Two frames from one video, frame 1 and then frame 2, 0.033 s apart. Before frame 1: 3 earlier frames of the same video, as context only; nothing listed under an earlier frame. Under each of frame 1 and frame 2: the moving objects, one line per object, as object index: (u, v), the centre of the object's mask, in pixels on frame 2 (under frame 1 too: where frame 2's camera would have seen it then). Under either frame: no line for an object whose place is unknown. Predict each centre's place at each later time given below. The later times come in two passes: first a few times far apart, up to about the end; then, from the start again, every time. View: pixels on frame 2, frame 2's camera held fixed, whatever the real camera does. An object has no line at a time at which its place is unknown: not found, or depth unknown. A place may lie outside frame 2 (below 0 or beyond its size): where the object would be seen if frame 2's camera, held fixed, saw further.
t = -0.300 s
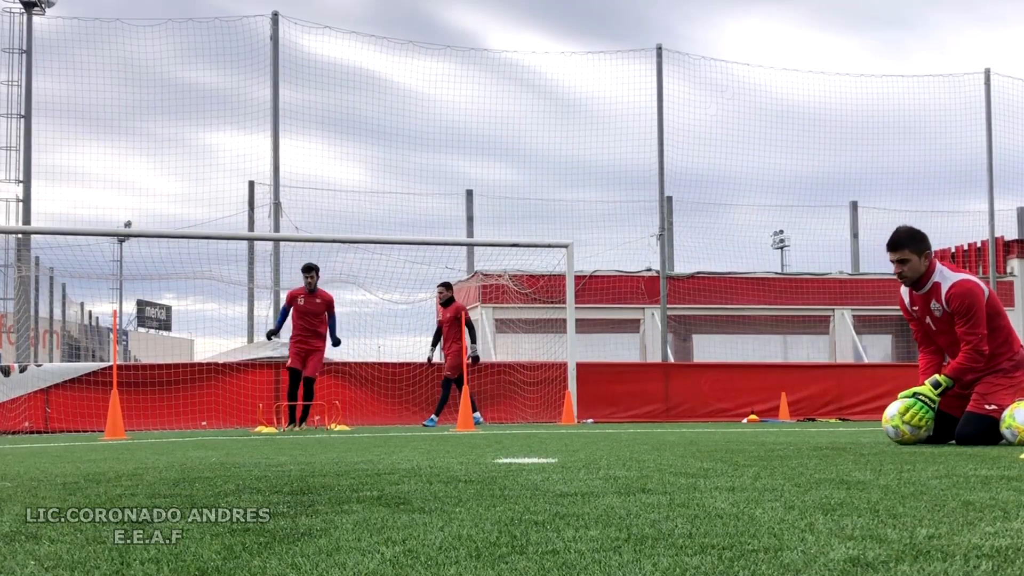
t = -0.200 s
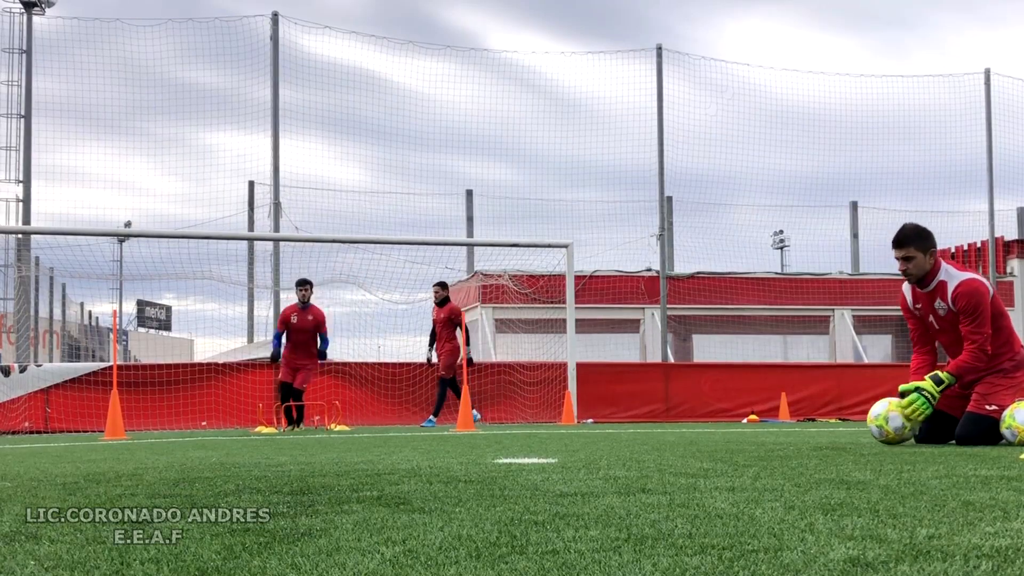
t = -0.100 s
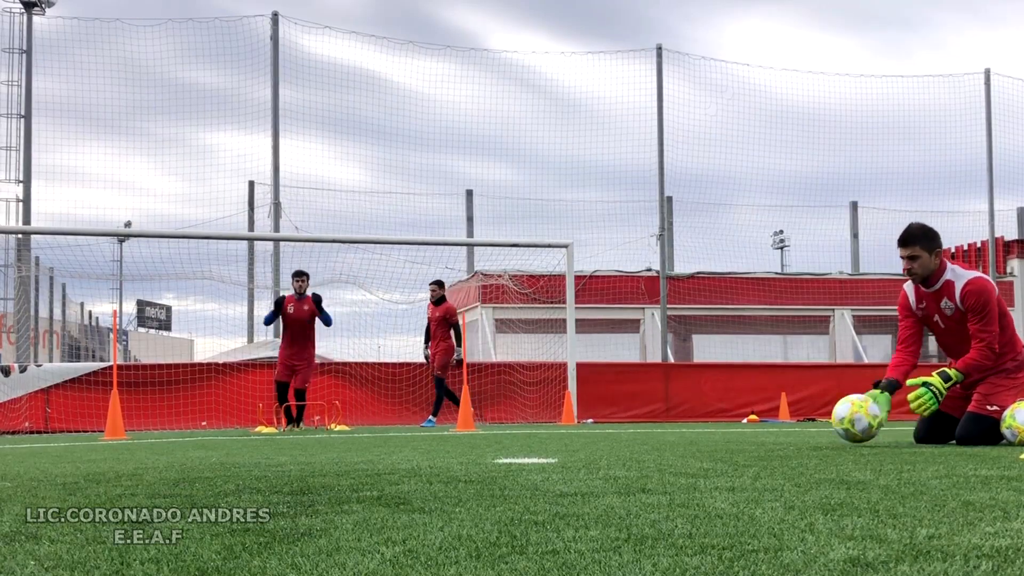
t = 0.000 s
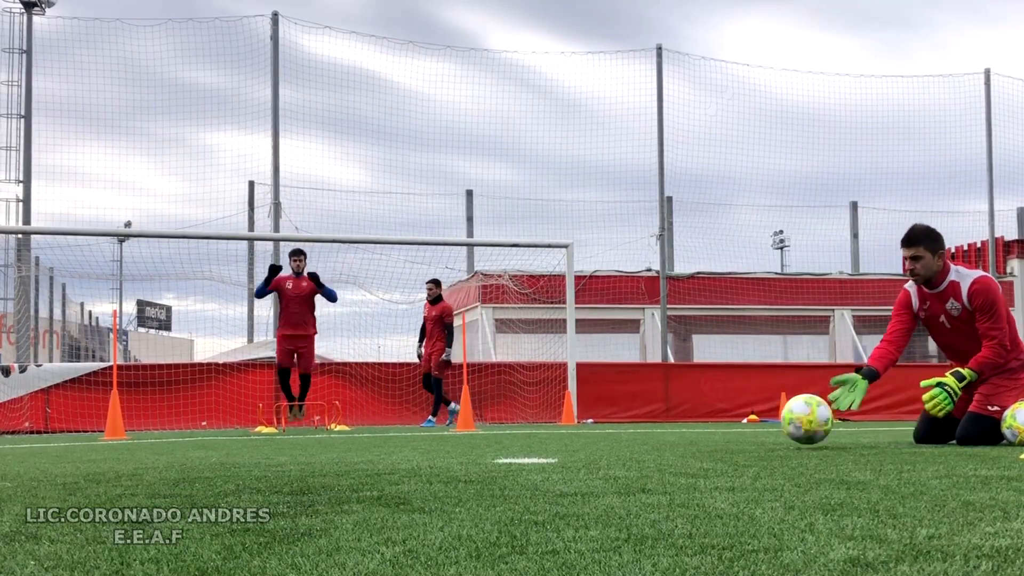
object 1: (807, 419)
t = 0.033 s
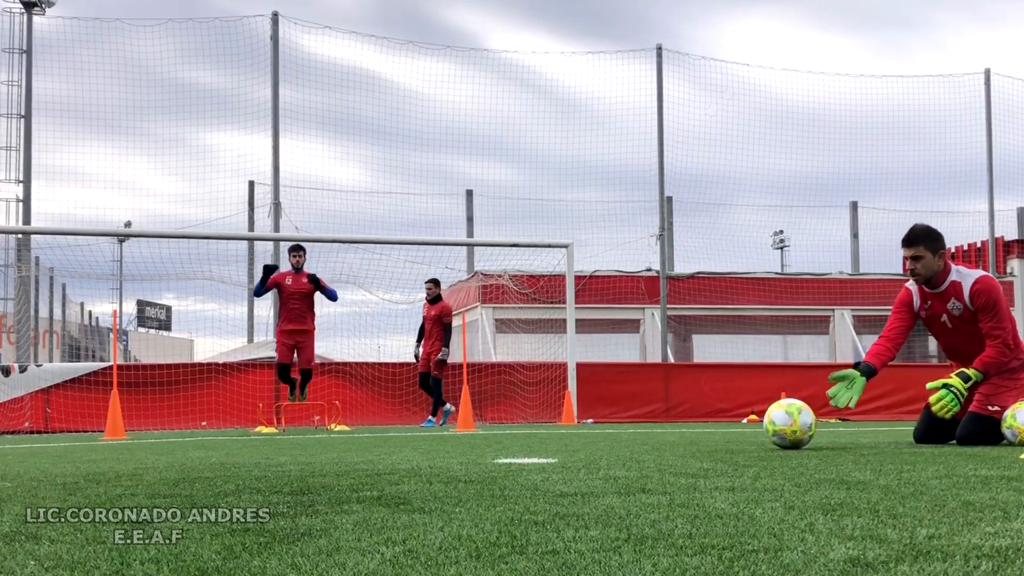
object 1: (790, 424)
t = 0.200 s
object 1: (717, 428)
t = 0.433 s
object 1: (622, 429)
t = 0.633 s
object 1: (541, 432)
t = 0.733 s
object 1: (500, 434)
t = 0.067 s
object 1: (773, 427)
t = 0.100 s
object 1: (759, 425)
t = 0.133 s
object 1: (744, 424)
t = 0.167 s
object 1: (731, 425)
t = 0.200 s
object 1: (717, 428)
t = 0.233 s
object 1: (702, 429)
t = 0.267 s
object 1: (689, 428)
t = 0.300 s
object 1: (676, 427)
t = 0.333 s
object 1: (663, 428)
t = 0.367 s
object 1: (649, 430)
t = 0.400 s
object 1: (636, 430)
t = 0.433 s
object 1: (622, 429)
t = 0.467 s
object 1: (609, 429)
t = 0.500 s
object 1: (595, 431)
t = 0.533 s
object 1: (582, 432)
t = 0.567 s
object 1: (568, 432)
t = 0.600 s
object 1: (555, 432)
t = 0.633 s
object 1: (541, 432)
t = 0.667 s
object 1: (527, 432)
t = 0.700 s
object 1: (513, 434)
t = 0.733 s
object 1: (500, 434)
